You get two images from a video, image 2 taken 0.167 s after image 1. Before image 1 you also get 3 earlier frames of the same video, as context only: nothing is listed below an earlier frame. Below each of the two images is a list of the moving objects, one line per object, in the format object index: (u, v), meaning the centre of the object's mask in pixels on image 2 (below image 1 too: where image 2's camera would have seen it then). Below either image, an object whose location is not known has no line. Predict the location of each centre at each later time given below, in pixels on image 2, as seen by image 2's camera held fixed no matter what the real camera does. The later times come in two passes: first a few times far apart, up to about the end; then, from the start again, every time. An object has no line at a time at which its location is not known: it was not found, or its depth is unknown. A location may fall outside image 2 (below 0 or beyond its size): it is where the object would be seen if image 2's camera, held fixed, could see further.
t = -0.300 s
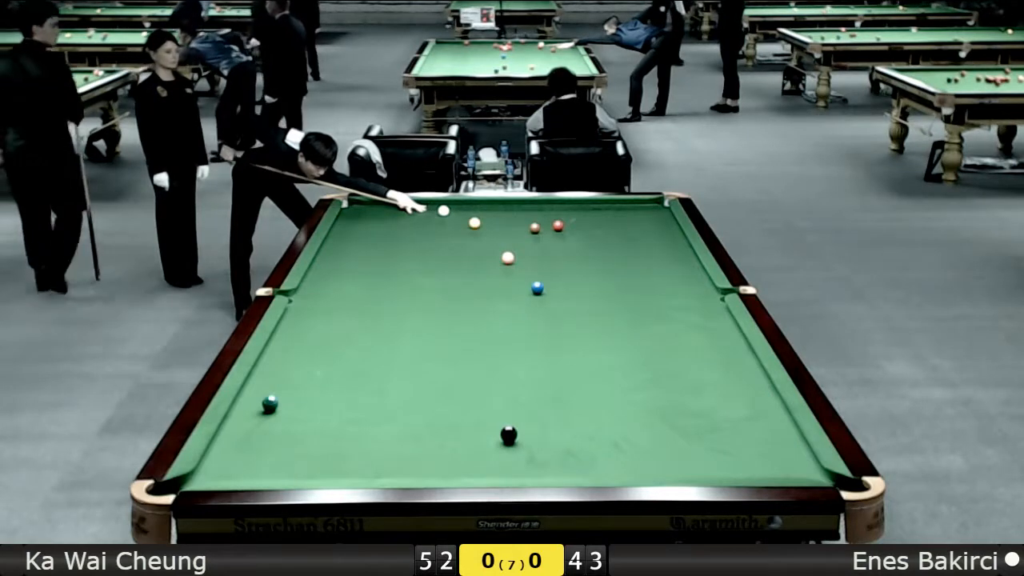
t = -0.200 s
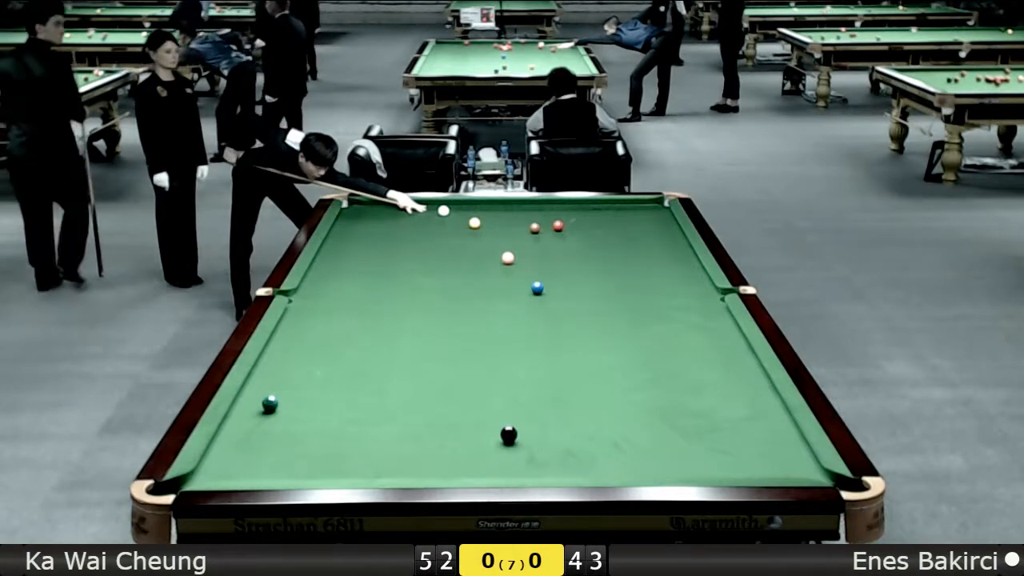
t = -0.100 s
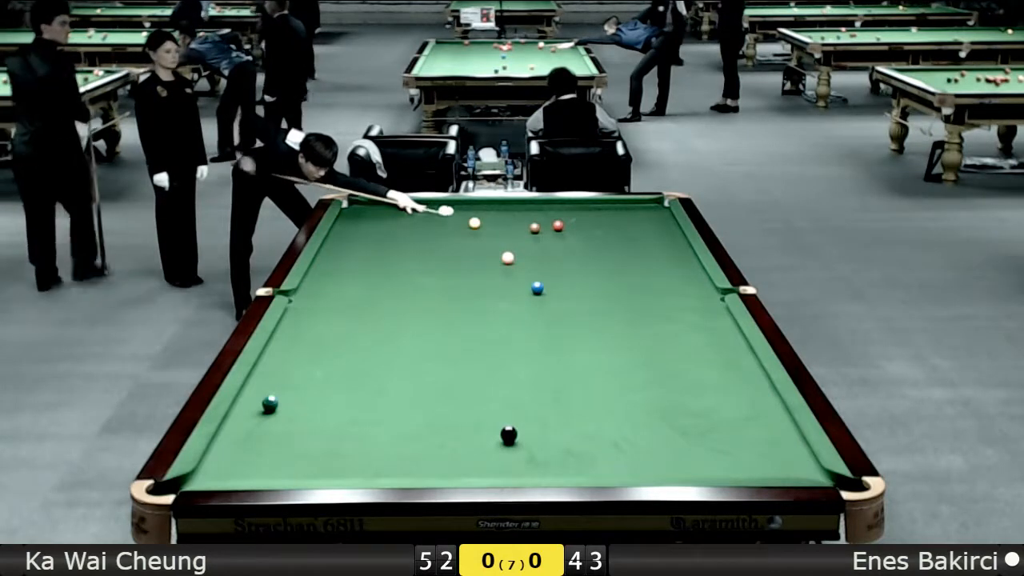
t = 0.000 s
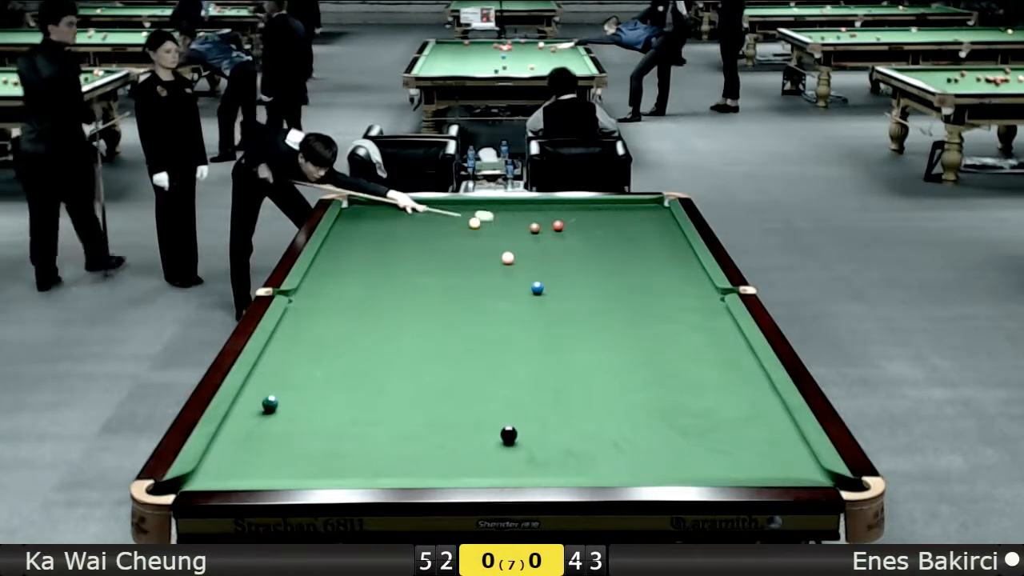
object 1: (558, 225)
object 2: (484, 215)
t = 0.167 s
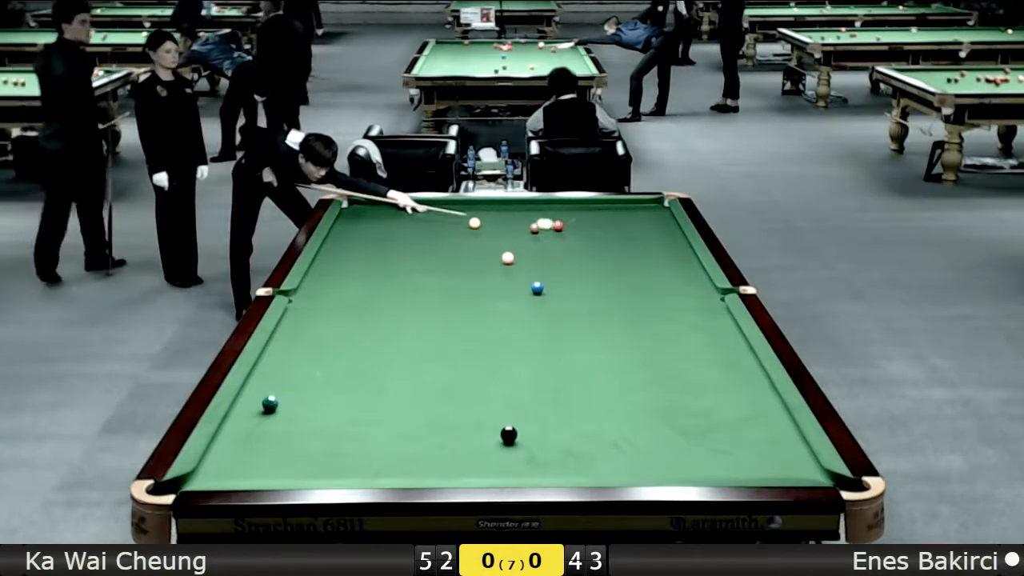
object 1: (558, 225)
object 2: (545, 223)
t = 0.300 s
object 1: (598, 230)
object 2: (547, 224)
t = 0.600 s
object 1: (680, 240)
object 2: (543, 225)
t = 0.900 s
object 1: (635, 247)
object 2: (541, 224)
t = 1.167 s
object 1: (599, 253)
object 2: (541, 224)
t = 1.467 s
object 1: (559, 261)
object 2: (541, 224)
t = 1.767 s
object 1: (517, 268)
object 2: (541, 224)
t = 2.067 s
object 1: (475, 275)
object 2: (541, 224)
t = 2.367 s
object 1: (434, 283)
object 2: (541, 224)
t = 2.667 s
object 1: (392, 290)
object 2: (541, 224)
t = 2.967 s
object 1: (350, 298)
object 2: (541, 224)
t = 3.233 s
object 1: (313, 304)
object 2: (541, 224)
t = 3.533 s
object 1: (300, 310)
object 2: (541, 224)
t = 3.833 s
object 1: (319, 315)
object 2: (541, 224)
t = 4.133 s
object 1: (335, 319)
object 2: (541, 224)
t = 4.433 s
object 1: (351, 324)
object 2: (541, 224)
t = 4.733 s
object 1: (366, 327)
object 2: (541, 224)
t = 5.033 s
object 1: (379, 331)
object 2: (541, 224)
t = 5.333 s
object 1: (392, 334)
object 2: (541, 224)
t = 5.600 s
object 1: (402, 337)
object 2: (541, 224)
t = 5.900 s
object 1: (412, 339)
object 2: (541, 224)
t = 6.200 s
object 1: (420, 342)
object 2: (541, 224)
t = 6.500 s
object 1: (427, 343)
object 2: (541, 224)
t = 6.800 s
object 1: (432, 345)
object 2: (541, 224)
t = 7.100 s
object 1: (436, 345)
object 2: (541, 224)
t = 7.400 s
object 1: (438, 346)
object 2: (541, 224)
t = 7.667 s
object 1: (439, 346)
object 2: (541, 224)
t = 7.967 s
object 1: (439, 346)
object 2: (541, 224)
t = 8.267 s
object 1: (439, 346)
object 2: (541, 224)
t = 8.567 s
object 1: (439, 346)
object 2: (541, 224)
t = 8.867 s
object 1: (439, 346)
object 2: (541, 224)
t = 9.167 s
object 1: (439, 346)
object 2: (541, 224)
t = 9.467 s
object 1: (439, 346)
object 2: (541, 224)
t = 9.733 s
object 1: (439, 346)
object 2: (541, 224)
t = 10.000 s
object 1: (439, 346)
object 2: (541, 224)
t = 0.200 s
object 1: (566, 226)
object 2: (548, 224)
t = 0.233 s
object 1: (577, 228)
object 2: (548, 224)
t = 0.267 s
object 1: (587, 229)
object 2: (547, 224)
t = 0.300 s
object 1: (598, 230)
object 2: (547, 224)
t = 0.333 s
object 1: (607, 231)
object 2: (546, 224)
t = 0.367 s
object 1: (617, 232)
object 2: (546, 224)
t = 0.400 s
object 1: (626, 233)
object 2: (545, 224)
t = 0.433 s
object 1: (636, 235)
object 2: (545, 224)
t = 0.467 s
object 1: (645, 236)
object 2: (544, 224)
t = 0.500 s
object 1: (653, 237)
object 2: (544, 224)
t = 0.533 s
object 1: (663, 237)
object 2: (544, 224)
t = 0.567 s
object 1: (671, 239)
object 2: (543, 225)
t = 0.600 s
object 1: (680, 240)
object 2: (543, 225)
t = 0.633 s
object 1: (680, 241)
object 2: (543, 225)
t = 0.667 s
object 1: (672, 242)
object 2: (542, 225)
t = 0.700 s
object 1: (665, 242)
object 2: (542, 225)
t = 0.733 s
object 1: (660, 243)
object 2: (542, 225)
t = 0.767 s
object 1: (654, 244)
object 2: (542, 225)
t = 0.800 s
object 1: (649, 245)
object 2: (541, 225)
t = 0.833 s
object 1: (645, 245)
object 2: (541, 225)
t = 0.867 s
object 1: (640, 246)
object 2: (541, 225)
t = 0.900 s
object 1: (635, 247)
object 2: (541, 224)
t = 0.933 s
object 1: (631, 248)
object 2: (541, 224)
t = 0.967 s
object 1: (627, 249)
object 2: (541, 224)
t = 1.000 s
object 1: (622, 249)
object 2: (541, 224)
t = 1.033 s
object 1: (617, 250)
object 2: (541, 224)
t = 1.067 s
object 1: (613, 251)
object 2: (541, 224)
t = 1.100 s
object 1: (608, 252)
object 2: (541, 224)
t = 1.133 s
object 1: (604, 252)
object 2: (541, 224)
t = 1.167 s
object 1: (599, 253)
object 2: (541, 224)
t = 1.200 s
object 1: (595, 254)
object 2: (540, 224)
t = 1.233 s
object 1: (590, 255)
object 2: (541, 224)
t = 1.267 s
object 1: (586, 256)
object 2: (541, 224)
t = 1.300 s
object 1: (581, 257)
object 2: (541, 224)
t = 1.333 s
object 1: (577, 258)
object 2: (541, 224)
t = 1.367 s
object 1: (572, 258)
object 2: (541, 224)
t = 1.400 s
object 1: (567, 259)
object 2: (541, 224)
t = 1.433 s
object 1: (563, 260)
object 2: (541, 224)
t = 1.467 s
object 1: (559, 261)
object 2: (541, 224)
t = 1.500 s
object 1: (554, 262)
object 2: (541, 224)
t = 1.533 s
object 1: (549, 262)
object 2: (541, 224)
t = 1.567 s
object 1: (545, 263)
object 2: (541, 224)
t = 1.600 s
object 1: (540, 264)
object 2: (541, 224)
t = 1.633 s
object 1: (536, 265)
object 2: (541, 224)
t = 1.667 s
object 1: (531, 265)
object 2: (541, 224)
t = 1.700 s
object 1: (527, 266)
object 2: (541, 224)
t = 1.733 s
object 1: (522, 267)
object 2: (541, 224)
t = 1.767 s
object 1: (517, 268)
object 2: (541, 224)
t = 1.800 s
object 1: (512, 269)
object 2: (541, 224)
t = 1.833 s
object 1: (508, 269)
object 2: (541, 224)
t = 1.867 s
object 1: (503, 271)
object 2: (541, 224)
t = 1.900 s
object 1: (499, 271)
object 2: (541, 224)
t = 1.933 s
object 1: (494, 272)
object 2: (541, 224)
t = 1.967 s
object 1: (489, 273)
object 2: (541, 224)
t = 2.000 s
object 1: (484, 274)
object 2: (541, 224)
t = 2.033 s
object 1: (480, 275)
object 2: (541, 224)
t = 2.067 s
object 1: (475, 275)
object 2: (541, 224)
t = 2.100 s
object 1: (471, 276)
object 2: (541, 224)
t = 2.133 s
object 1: (466, 277)
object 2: (541, 224)
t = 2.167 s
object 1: (461, 277)
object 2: (541, 224)
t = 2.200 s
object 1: (457, 278)
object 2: (541, 224)
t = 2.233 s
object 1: (452, 279)
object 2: (541, 224)
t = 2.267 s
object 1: (448, 280)
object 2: (541, 224)
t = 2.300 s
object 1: (443, 281)
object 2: (541, 224)
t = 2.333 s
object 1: (439, 282)
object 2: (541, 224)
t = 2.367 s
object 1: (434, 283)
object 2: (541, 224)
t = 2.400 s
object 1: (429, 284)
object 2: (541, 224)
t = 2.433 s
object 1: (425, 284)
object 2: (541, 224)
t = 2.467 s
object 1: (419, 285)
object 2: (541, 224)
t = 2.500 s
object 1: (415, 286)
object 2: (541, 224)
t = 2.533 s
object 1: (411, 287)
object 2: (541, 224)
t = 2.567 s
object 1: (406, 288)
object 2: (541, 224)
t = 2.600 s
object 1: (401, 288)
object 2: (541, 224)
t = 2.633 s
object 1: (396, 289)
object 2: (541, 224)
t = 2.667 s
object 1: (392, 290)
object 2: (541, 224)
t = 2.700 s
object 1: (387, 291)
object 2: (541, 224)
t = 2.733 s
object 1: (383, 292)
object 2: (541, 224)
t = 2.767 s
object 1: (378, 293)
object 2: (541, 224)
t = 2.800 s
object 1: (373, 294)
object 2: (541, 224)
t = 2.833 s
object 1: (369, 294)
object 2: (541, 224)
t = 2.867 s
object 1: (364, 295)
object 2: (541, 224)
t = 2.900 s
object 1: (360, 296)
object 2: (541, 224)
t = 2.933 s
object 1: (355, 297)
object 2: (541, 224)
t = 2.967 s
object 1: (350, 298)
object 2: (541, 224)
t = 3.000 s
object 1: (346, 298)
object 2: (541, 224)
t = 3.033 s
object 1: (341, 299)
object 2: (541, 224)
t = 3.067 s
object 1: (336, 300)
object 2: (541, 224)
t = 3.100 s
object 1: (332, 301)
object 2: (541, 224)
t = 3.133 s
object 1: (327, 302)
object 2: (541, 224)
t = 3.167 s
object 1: (323, 302)
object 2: (541, 224)
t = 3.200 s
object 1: (318, 303)
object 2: (541, 224)
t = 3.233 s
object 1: (313, 304)
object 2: (541, 224)
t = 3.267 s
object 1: (309, 305)
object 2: (541, 224)
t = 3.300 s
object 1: (304, 306)
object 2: (541, 224)
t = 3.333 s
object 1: (300, 307)
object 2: (541, 224)
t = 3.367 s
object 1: (295, 307)
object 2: (541, 224)
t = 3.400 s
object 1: (292, 308)
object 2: (541, 224)
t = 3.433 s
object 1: (294, 308)
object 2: (541, 224)
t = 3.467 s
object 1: (296, 309)
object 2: (541, 224)
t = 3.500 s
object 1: (299, 310)
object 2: (541, 224)
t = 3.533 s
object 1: (300, 310)
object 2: (541, 224)
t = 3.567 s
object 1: (303, 311)
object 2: (541, 224)
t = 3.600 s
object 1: (304, 311)
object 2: (541, 224)
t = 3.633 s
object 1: (306, 312)
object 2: (541, 224)
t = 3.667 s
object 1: (308, 312)
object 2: (541, 224)
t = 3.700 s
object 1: (310, 313)
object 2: (541, 224)
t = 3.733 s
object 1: (312, 313)
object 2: (541, 224)
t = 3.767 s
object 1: (314, 314)
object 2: (541, 224)
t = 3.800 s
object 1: (316, 315)
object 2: (541, 224)
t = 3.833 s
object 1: (319, 315)
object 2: (541, 224)
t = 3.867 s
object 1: (321, 316)
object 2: (541, 224)
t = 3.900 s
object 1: (322, 316)
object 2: (541, 224)
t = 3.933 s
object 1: (324, 316)
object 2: (541, 224)
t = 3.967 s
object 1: (326, 317)
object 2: (541, 224)
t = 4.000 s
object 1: (328, 318)
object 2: (541, 224)
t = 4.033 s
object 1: (330, 318)
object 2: (541, 224)
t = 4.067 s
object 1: (332, 318)
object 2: (541, 224)
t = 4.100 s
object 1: (333, 319)
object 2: (541, 224)
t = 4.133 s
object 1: (335, 319)
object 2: (541, 224)
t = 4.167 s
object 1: (337, 320)
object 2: (541, 224)
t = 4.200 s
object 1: (339, 320)
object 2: (541, 224)
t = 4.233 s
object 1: (341, 321)
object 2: (541, 224)
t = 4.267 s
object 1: (342, 322)
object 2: (541, 224)
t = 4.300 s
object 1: (344, 322)
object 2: (541, 224)
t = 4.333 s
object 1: (346, 322)
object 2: (541, 224)
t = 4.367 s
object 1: (347, 323)
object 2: (541, 224)
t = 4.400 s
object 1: (349, 323)
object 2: (541, 224)
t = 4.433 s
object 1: (351, 324)
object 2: (541, 224)
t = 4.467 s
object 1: (353, 324)
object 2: (541, 224)
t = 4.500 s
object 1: (354, 325)
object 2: (541, 224)
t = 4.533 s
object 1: (356, 325)
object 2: (541, 224)
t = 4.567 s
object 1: (357, 326)
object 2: (541, 224)
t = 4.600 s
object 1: (359, 326)
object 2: (541, 224)
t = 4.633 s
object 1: (361, 326)
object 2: (541, 224)
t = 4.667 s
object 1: (362, 327)
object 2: (541, 224)
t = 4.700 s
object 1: (364, 327)
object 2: (541, 224)
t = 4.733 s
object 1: (366, 327)
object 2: (541, 224)
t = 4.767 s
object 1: (367, 328)
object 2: (541, 224)
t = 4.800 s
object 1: (369, 328)
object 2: (541, 224)
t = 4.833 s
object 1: (370, 329)
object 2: (541, 224)
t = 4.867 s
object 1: (372, 329)
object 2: (541, 224)
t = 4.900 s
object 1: (373, 330)
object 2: (541, 224)
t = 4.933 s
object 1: (375, 330)
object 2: (541, 224)
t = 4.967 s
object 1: (376, 331)
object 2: (541, 224)
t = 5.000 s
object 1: (378, 331)
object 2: (541, 224)
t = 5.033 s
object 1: (379, 331)
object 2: (541, 224)
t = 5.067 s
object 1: (381, 332)
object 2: (541, 224)
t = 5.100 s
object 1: (382, 332)
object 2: (541, 224)
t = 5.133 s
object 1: (383, 332)
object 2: (541, 224)
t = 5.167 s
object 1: (385, 333)
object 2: (541, 224)
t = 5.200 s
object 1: (386, 333)
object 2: (541, 224)
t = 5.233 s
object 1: (388, 333)
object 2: (541, 224)
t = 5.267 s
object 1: (389, 334)
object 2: (541, 224)
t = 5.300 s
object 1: (390, 334)
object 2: (541, 224)
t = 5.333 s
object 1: (392, 334)
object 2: (541, 224)
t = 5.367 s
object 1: (393, 335)
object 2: (541, 224)
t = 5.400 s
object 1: (394, 335)
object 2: (541, 224)
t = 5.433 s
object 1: (395, 335)
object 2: (541, 224)
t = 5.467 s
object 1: (397, 336)
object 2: (541, 224)
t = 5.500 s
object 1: (398, 336)
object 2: (541, 224)
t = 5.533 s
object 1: (399, 337)
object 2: (541, 224)
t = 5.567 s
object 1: (401, 337)
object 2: (541, 224)
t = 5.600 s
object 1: (402, 337)
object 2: (541, 224)
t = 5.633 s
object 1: (403, 337)
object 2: (541, 224)
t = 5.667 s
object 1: (404, 338)
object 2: (541, 224)
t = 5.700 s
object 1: (405, 338)
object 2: (541, 224)
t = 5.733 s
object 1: (406, 338)
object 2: (541, 224)
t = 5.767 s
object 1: (407, 339)
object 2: (541, 224)
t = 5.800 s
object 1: (409, 339)
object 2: (541, 224)
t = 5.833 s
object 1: (410, 339)
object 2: (541, 224)
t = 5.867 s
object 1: (411, 339)
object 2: (541, 224)
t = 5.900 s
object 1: (412, 339)
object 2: (541, 224)
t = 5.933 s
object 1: (413, 340)
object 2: (541, 224)
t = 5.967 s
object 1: (414, 340)
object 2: (541, 224)
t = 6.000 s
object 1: (415, 340)
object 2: (541, 224)
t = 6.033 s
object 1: (416, 340)
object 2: (541, 224)
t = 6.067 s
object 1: (417, 341)
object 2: (541, 224)
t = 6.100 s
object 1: (417, 341)
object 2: (541, 224)
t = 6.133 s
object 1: (418, 341)
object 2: (541, 224)
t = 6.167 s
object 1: (419, 341)
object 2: (541, 224)
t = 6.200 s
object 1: (420, 342)
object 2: (541, 224)
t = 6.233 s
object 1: (421, 342)
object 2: (541, 224)
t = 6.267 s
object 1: (421, 342)
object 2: (541, 224)
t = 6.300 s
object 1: (422, 342)
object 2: (541, 224)
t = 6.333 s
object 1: (423, 343)
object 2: (541, 224)
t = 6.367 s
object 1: (424, 343)
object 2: (541, 224)
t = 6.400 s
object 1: (425, 343)
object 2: (541, 224)
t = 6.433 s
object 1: (425, 343)
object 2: (541, 224)
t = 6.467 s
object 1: (426, 343)
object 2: (541, 224)
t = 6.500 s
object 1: (427, 343)
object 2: (541, 224)
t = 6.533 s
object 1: (428, 343)
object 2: (541, 224)
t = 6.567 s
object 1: (428, 344)
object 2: (541, 224)
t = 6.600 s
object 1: (429, 344)
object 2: (541, 224)
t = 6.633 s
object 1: (429, 344)
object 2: (541, 224)
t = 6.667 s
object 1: (430, 344)
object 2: (541, 224)
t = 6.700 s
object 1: (431, 344)
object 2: (541, 224)
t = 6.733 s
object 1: (431, 345)
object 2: (541, 224)
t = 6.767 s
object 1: (432, 345)
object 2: (541, 224)
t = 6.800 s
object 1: (432, 345)
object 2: (541, 224)
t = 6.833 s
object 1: (433, 345)
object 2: (541, 224)
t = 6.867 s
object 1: (433, 345)
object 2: (541, 224)
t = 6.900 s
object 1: (434, 345)
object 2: (541, 224)
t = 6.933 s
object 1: (434, 345)
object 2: (541, 224)
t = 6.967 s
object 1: (435, 345)
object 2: (541, 224)
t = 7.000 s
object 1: (435, 345)
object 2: (541, 224)
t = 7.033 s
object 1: (435, 345)
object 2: (541, 224)
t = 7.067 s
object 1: (436, 345)
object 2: (541, 224)
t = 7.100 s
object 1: (436, 345)
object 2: (541, 224)
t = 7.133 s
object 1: (436, 346)
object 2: (541, 224)
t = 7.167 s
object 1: (436, 346)
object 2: (541, 224)
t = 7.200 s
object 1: (437, 346)
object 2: (541, 224)
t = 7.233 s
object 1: (437, 346)
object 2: (541, 224)
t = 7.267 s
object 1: (437, 346)
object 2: (541, 224)
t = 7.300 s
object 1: (438, 346)
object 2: (541, 224)
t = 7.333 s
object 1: (438, 346)
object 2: (541, 224)
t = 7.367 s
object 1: (438, 346)
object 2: (541, 224)
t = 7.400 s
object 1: (438, 346)
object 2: (541, 224)
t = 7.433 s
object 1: (438, 346)
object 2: (541, 224)
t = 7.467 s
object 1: (438, 346)
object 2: (541, 224)
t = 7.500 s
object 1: (438, 346)
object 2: (541, 224)
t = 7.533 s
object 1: (438, 346)
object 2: (541, 224)
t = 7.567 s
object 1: (439, 346)
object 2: (541, 224)
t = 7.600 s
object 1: (439, 346)
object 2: (541, 224)
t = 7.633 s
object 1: (439, 346)
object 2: (541, 224)
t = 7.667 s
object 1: (439, 346)
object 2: (541, 224)
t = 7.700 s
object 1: (439, 346)
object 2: (541, 224)
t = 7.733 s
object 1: (439, 346)
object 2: (541, 224)
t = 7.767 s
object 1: (439, 346)
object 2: (541, 224)
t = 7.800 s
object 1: (439, 346)
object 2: (541, 224)
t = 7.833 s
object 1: (439, 346)
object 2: (541, 224)
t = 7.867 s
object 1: (439, 346)
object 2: (541, 224)
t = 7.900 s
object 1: (439, 346)
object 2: (541, 224)
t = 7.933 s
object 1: (439, 346)
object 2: (541, 224)
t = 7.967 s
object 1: (439, 346)
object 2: (541, 224)
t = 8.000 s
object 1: (439, 346)
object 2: (541, 224)
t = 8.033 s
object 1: (439, 346)
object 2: (541, 224)
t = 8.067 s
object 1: (439, 346)
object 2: (541, 224)
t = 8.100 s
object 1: (439, 346)
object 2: (541, 224)
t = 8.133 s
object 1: (439, 346)
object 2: (541, 224)
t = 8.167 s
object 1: (439, 346)
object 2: (541, 224)
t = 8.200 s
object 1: (439, 346)
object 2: (541, 224)
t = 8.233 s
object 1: (439, 346)
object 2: (541, 224)
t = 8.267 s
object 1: (439, 346)
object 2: (541, 224)
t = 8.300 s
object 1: (439, 346)
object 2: (541, 224)
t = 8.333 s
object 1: (439, 346)
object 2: (541, 224)
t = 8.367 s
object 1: (439, 346)
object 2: (541, 224)
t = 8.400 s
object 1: (439, 346)
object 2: (541, 224)
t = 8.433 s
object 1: (439, 346)
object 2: (541, 224)
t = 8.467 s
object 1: (439, 346)
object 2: (541, 224)
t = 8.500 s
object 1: (439, 346)
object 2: (541, 224)
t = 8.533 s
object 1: (439, 346)
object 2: (541, 224)
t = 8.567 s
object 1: (439, 346)
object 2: (541, 224)
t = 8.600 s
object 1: (439, 346)
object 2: (541, 224)
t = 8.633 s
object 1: (439, 346)
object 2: (541, 224)
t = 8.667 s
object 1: (439, 346)
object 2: (541, 224)
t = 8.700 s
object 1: (439, 346)
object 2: (541, 224)
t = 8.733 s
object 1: (439, 346)
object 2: (541, 224)
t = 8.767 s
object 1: (439, 346)
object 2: (541, 224)
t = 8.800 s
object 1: (439, 346)
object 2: (541, 224)
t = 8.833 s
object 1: (439, 346)
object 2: (541, 224)
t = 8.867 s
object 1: (439, 346)
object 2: (541, 224)
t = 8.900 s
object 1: (439, 346)
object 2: (541, 224)
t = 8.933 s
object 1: (439, 346)
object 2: (541, 224)
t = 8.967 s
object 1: (439, 346)
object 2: (541, 224)
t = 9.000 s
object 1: (439, 346)
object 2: (541, 224)
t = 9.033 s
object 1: (439, 346)
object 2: (541, 224)
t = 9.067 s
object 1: (439, 346)
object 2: (541, 224)
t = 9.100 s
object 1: (439, 346)
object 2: (541, 224)
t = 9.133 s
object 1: (439, 346)
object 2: (541, 224)
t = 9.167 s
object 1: (439, 346)
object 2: (541, 224)
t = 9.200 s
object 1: (439, 346)
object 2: (541, 224)
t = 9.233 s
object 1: (439, 346)
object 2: (541, 224)
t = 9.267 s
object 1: (439, 346)
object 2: (541, 224)
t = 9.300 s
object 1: (439, 346)
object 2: (541, 224)
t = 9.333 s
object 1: (439, 346)
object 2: (541, 224)
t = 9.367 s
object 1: (439, 346)
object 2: (541, 224)
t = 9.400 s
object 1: (439, 346)
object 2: (541, 224)
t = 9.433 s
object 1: (439, 346)
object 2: (541, 224)
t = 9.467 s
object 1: (439, 346)
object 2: (541, 224)
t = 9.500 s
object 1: (439, 346)
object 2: (541, 224)
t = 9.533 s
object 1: (439, 346)
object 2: (541, 224)
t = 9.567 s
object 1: (439, 346)
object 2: (541, 224)
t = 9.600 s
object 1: (439, 346)
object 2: (541, 224)
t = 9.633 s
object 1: (439, 346)
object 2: (541, 224)
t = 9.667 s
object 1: (439, 346)
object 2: (541, 224)
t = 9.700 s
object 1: (439, 346)
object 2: (541, 224)
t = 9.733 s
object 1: (439, 346)
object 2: (541, 224)
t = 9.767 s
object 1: (439, 346)
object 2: (541, 224)
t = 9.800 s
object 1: (439, 346)
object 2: (541, 224)
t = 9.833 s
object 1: (439, 346)
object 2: (541, 224)
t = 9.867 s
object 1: (439, 346)
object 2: (541, 224)
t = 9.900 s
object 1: (439, 346)
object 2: (541, 224)
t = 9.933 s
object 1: (439, 346)
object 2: (541, 224)
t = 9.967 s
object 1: (439, 346)
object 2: (541, 224)
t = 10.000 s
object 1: (439, 346)
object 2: (541, 224)
